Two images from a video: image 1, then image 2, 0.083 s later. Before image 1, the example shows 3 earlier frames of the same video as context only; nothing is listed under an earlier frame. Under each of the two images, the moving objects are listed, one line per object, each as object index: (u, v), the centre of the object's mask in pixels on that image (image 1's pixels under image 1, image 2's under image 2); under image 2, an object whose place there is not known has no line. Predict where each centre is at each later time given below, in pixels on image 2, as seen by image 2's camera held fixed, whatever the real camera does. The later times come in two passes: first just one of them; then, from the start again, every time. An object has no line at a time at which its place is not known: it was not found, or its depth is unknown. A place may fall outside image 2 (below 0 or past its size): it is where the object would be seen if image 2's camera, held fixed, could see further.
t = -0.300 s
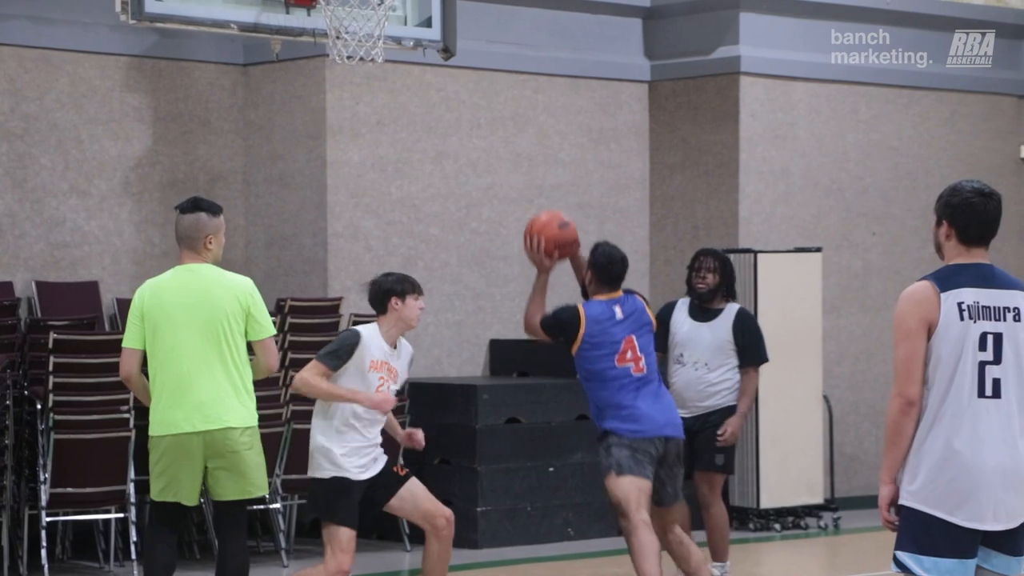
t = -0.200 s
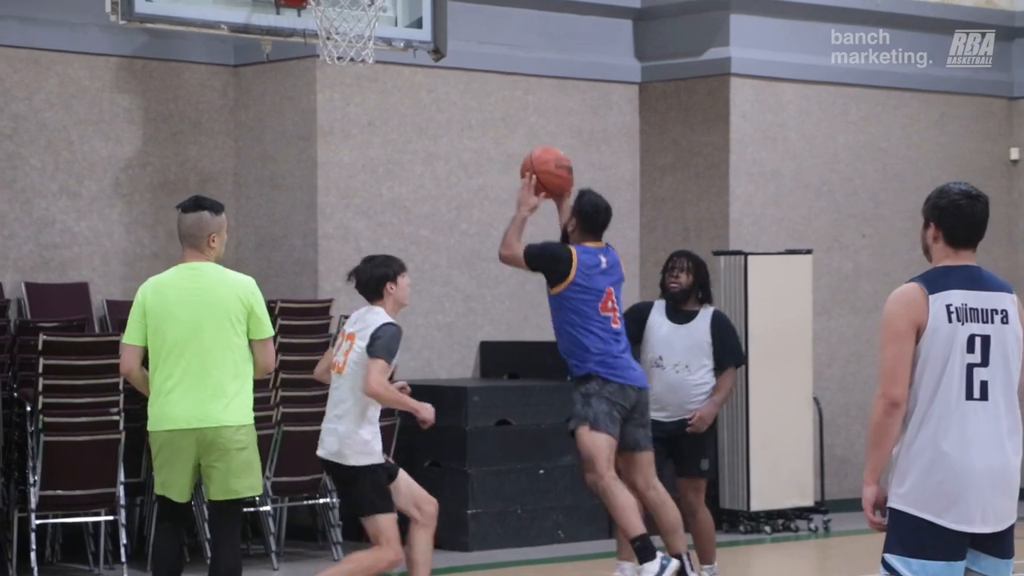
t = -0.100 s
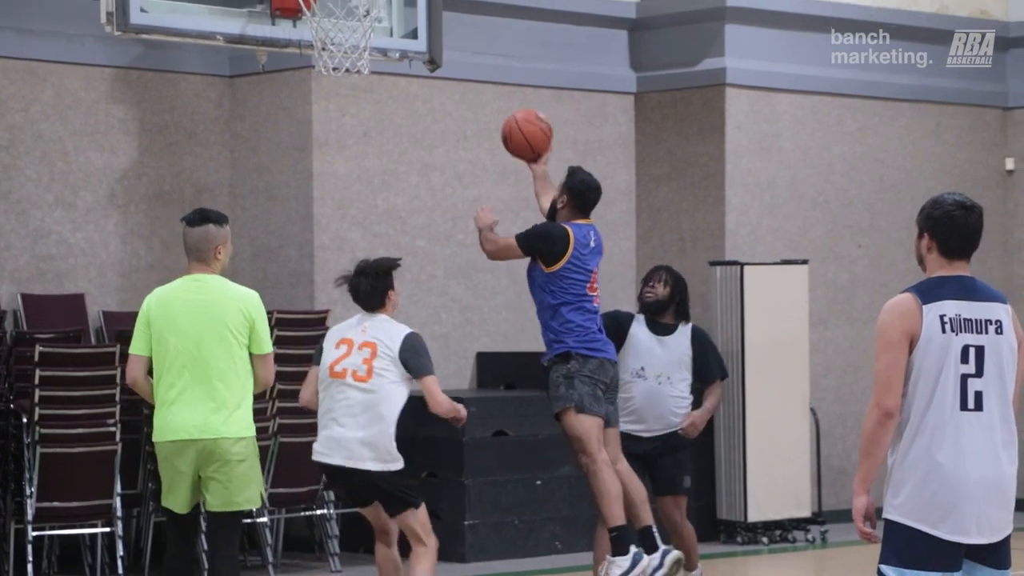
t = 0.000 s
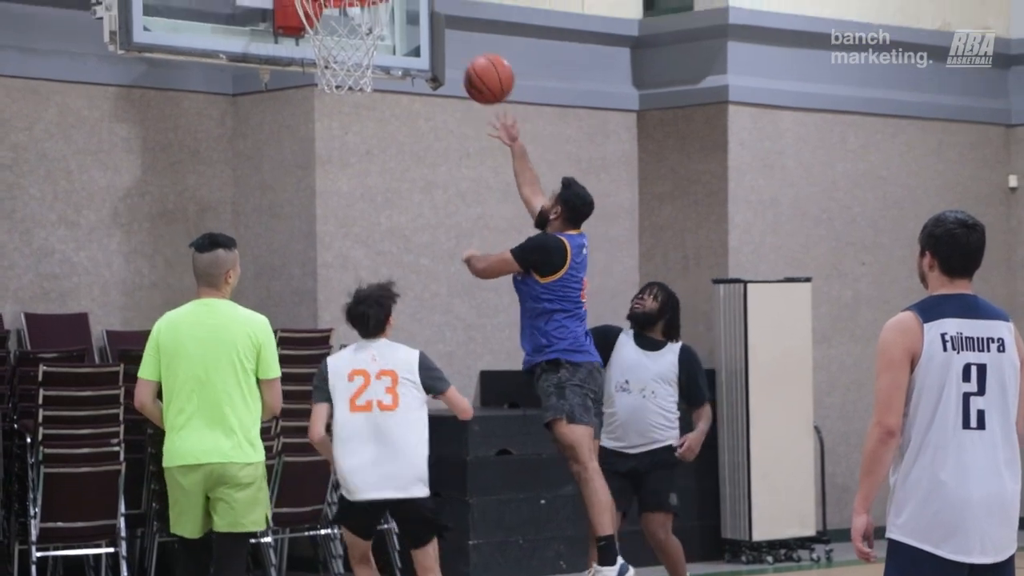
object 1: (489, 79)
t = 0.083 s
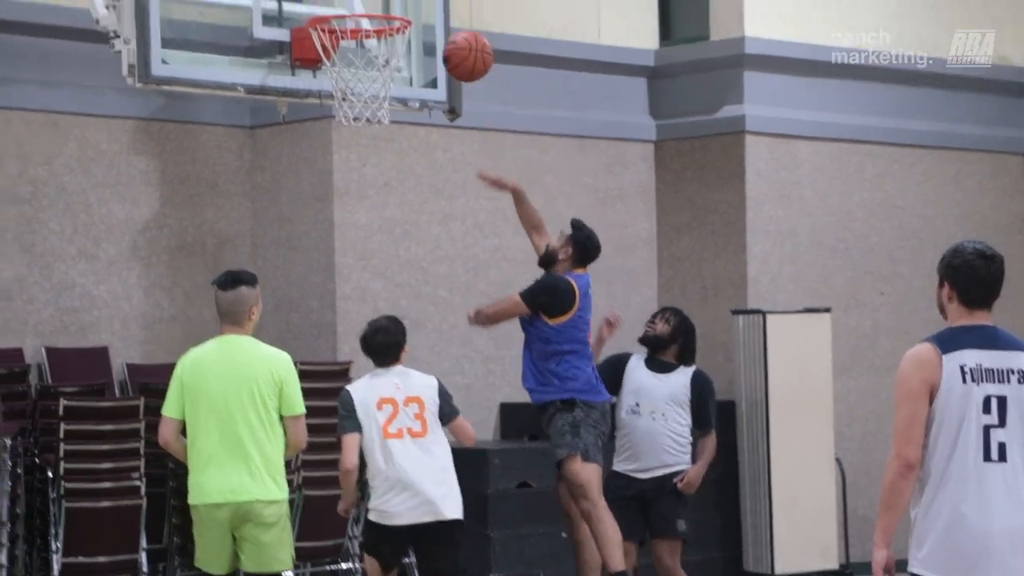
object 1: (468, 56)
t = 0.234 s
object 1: (398, -8)
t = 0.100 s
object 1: (459, 47)
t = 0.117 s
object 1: (452, 39)
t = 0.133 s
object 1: (444, 30)
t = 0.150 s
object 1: (437, 22)
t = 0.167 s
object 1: (430, 15)
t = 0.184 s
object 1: (422, 8)
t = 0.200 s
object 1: (415, 1)
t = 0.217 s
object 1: (407, -4)
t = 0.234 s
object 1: (398, -8)
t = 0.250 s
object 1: (391, -11)
